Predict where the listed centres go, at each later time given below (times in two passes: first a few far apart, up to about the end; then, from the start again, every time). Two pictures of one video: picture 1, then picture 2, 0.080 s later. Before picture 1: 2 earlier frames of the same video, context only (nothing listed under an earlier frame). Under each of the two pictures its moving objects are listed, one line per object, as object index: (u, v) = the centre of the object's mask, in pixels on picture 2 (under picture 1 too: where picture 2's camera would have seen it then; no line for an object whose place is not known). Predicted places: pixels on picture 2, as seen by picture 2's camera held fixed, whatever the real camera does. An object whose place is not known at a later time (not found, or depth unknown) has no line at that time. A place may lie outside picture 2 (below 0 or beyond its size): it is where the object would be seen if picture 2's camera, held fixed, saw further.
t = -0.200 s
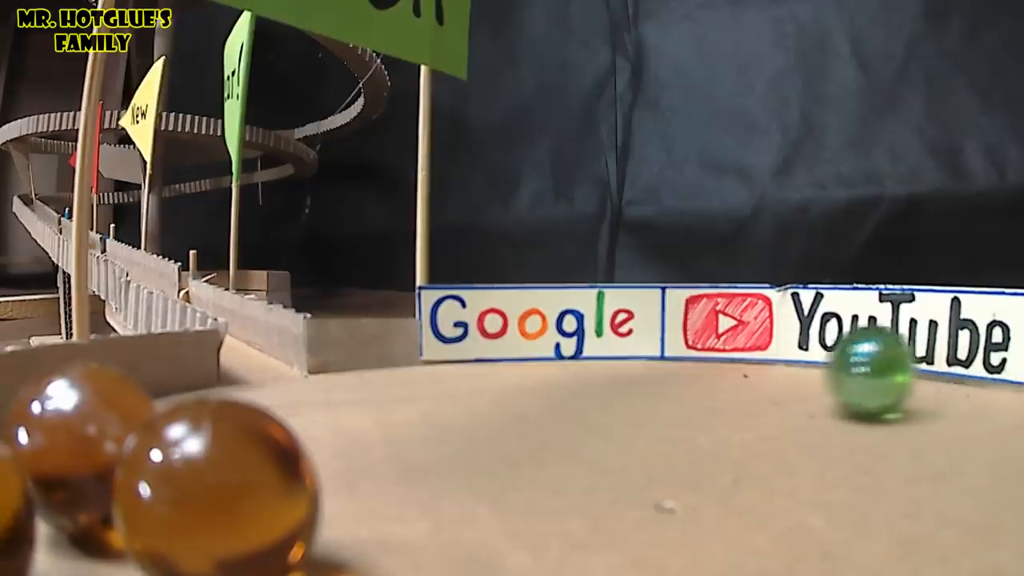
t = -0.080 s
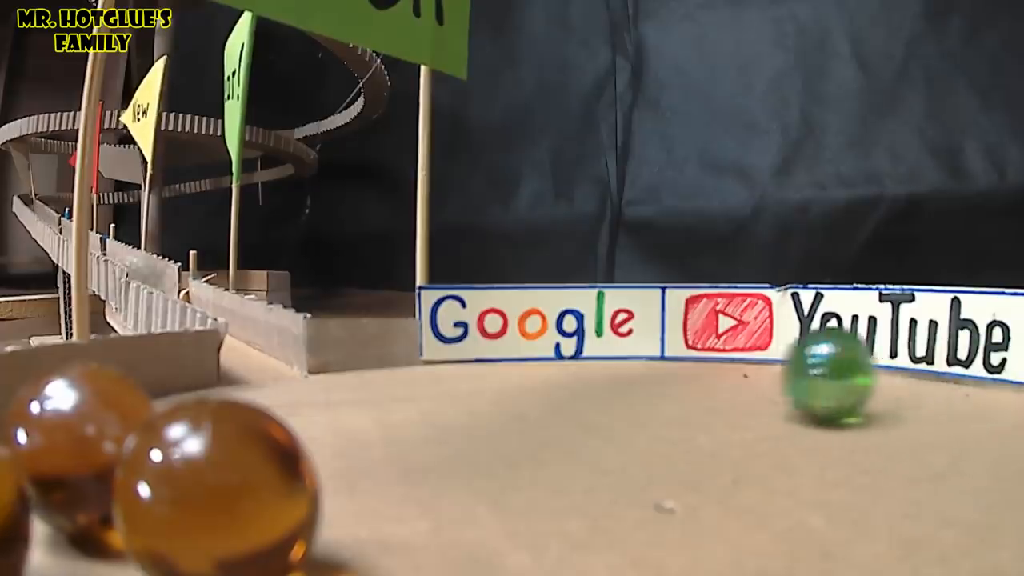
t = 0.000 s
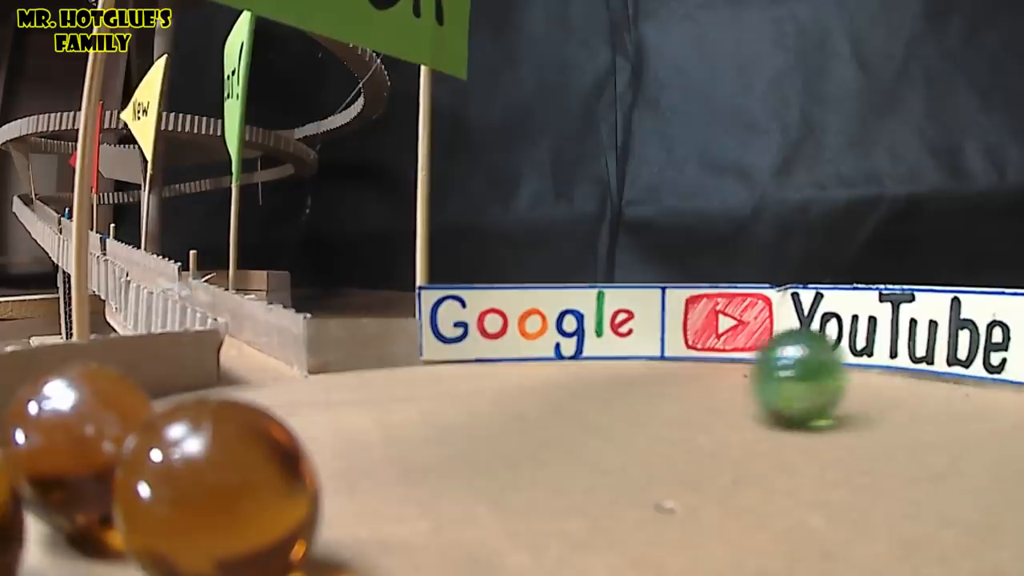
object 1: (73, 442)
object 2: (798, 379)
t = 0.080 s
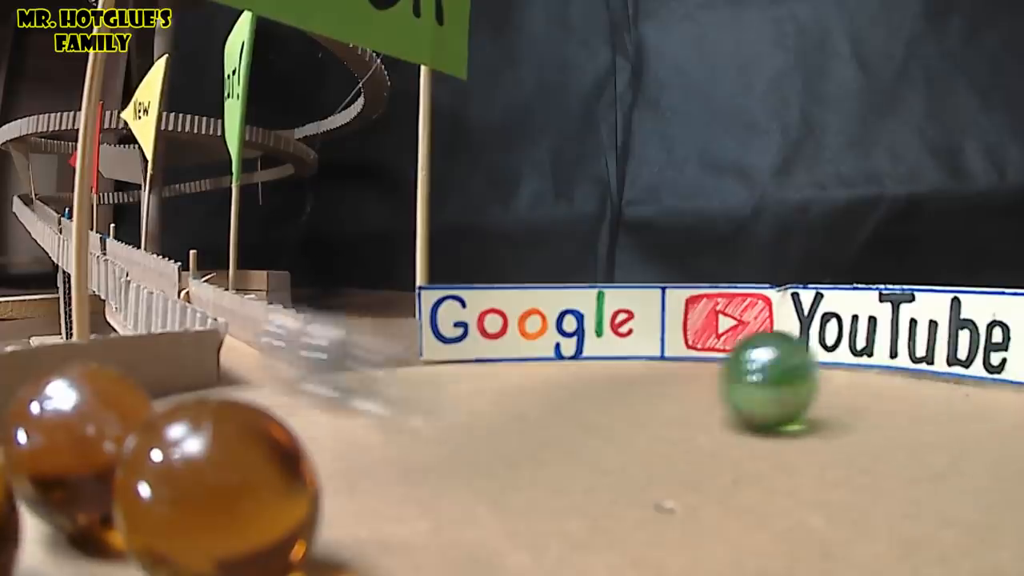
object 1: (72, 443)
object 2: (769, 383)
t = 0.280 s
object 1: (68, 442)
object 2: (721, 403)
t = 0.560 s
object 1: (68, 442)
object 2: (493, 474)
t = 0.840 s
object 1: (46, 405)
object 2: (418, 506)
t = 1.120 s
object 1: (68, 424)
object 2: (549, 512)
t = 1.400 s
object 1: (59, 438)
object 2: (502, 505)
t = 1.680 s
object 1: (84, 426)
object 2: (474, 477)
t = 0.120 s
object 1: (73, 442)
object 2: (758, 385)
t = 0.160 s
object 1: (73, 443)
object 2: (748, 389)
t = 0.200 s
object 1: (73, 442)
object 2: (739, 393)
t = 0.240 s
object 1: (71, 442)
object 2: (731, 397)
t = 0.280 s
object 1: (68, 442)
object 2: (721, 403)
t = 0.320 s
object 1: (69, 442)
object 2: (716, 409)
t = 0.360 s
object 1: (68, 442)
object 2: (711, 416)
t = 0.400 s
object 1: (68, 442)
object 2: (700, 424)
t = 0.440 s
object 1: (67, 442)
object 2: (654, 437)
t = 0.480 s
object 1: (67, 442)
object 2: (611, 449)
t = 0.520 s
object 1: (67, 442)
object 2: (553, 462)
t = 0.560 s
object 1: (68, 442)
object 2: (493, 474)
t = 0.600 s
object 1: (68, 443)
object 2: (424, 488)
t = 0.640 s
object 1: (56, 427)
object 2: (411, 491)
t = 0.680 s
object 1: (48, 410)
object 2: (395, 494)
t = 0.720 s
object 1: (44, 402)
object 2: (389, 497)
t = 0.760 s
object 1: (44, 404)
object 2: (390, 500)
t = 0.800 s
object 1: (44, 405)
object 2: (401, 503)
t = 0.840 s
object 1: (46, 405)
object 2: (418, 506)
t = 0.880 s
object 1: (51, 404)
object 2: (443, 509)
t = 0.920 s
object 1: (56, 404)
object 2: (470, 511)
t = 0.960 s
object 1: (59, 406)
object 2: (491, 512)
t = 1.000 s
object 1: (62, 409)
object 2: (510, 513)
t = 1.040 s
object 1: (66, 412)
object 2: (526, 512)
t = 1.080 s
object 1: (67, 418)
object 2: (540, 512)
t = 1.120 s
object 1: (68, 424)
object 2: (549, 512)
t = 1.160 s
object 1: (73, 435)
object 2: (554, 511)
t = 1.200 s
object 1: (71, 431)
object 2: (553, 511)
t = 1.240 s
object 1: (70, 432)
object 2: (549, 511)
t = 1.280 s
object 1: (66, 437)
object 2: (540, 510)
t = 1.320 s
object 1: (63, 442)
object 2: (528, 510)
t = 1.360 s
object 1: (60, 439)
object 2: (514, 508)
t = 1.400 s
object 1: (59, 438)
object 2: (502, 505)
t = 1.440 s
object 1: (58, 438)
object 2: (490, 502)
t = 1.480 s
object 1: (60, 439)
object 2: (483, 498)
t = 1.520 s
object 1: (65, 436)
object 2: (479, 495)
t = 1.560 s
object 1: (73, 430)
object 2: (470, 489)
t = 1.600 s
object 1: (80, 428)
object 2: (466, 486)
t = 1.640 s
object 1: (85, 425)
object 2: (468, 481)
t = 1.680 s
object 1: (84, 426)
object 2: (474, 477)
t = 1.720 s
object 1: (80, 428)
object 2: (479, 475)
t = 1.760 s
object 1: (73, 429)
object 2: (485, 477)
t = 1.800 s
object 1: (67, 428)
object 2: (487, 479)
